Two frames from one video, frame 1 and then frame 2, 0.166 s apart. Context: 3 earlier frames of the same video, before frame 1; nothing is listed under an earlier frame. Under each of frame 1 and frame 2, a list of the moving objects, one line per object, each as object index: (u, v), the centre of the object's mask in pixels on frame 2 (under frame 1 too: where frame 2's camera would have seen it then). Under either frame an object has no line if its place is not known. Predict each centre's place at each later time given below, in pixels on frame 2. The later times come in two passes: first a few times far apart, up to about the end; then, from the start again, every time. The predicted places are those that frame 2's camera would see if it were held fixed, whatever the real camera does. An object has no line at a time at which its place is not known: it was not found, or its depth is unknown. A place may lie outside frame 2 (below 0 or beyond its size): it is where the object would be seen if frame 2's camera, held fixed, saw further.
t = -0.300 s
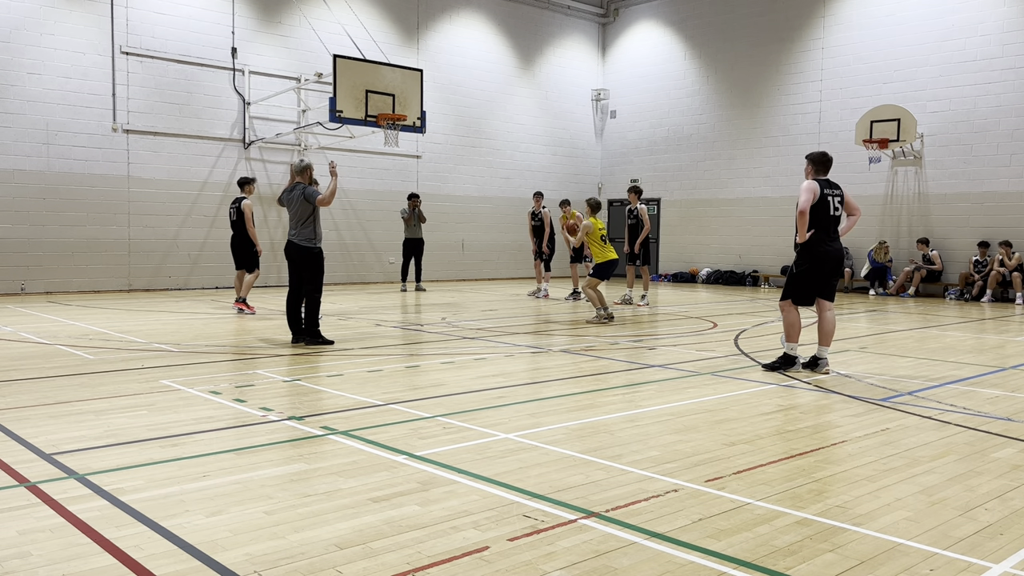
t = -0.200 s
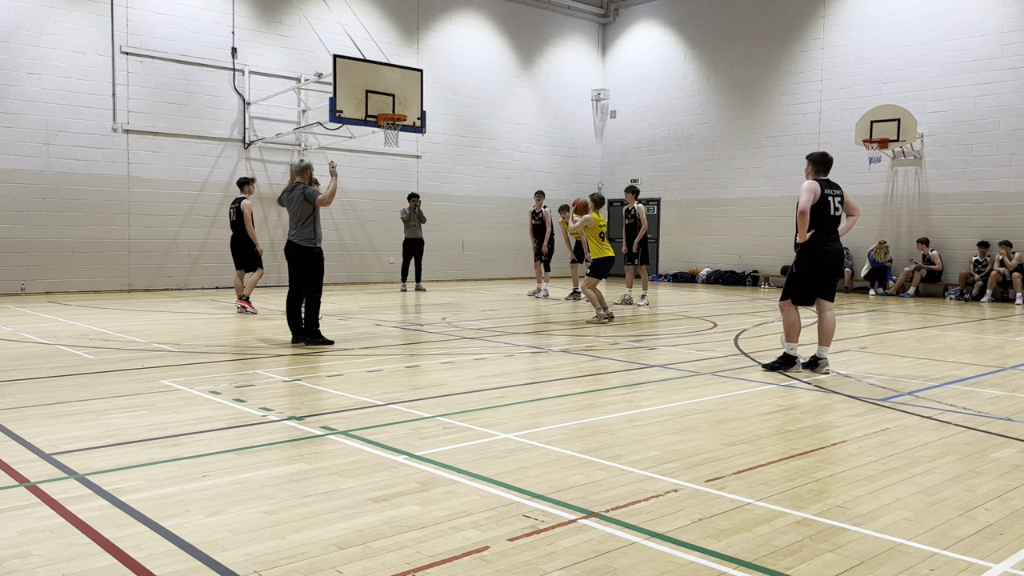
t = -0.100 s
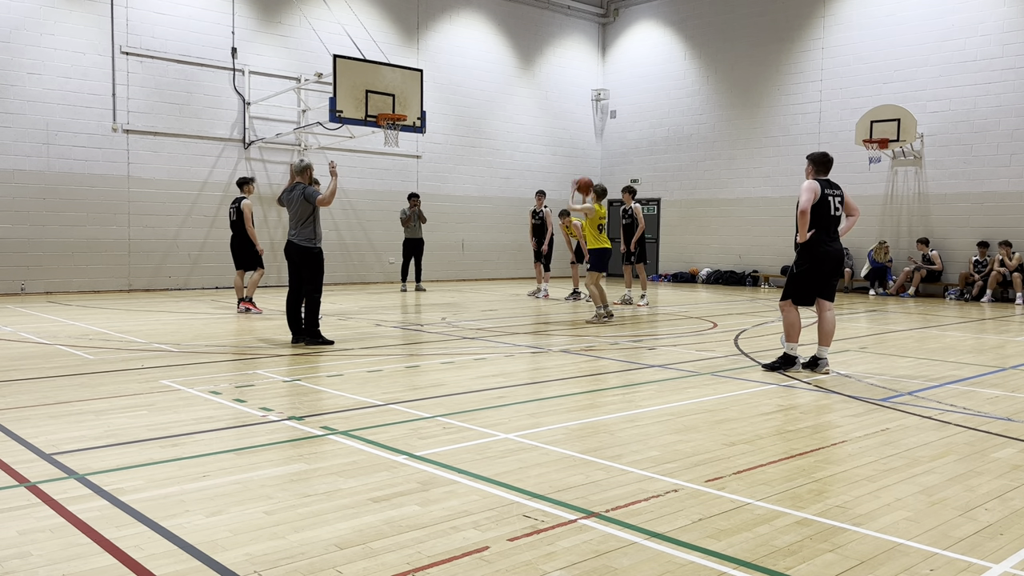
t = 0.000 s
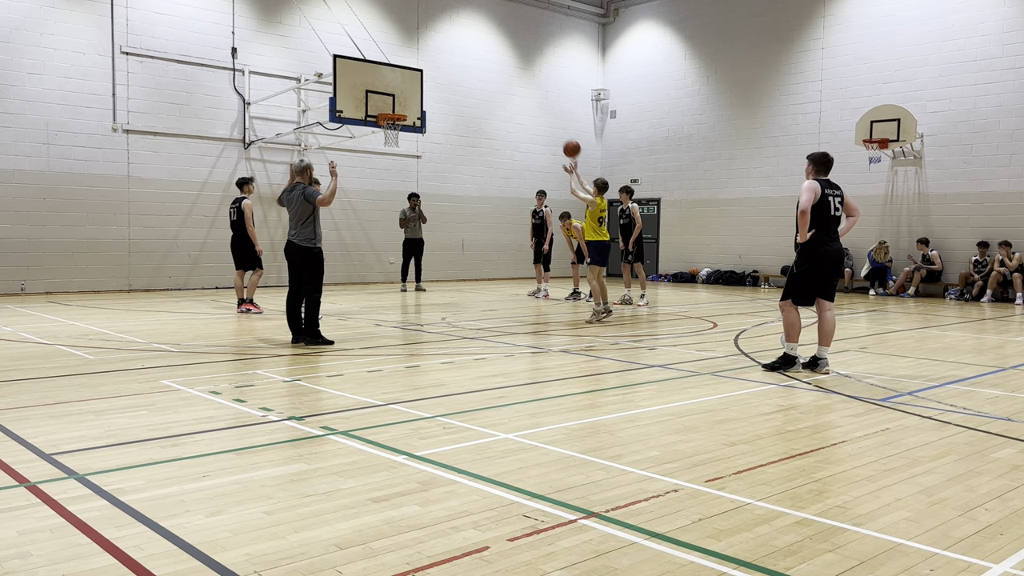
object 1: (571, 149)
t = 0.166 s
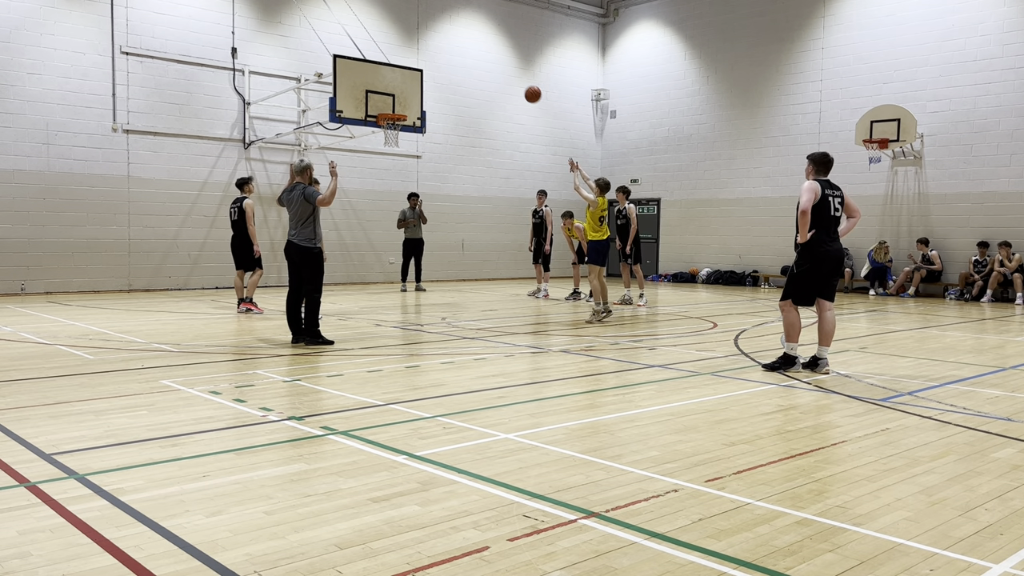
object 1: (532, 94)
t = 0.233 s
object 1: (518, 79)
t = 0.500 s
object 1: (463, 52)
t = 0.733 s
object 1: (420, 67)
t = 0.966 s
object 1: (384, 109)
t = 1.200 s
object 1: (415, 91)
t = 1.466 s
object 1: (438, 92)
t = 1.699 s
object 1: (457, 127)
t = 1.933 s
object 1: (475, 192)
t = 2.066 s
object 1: (485, 243)
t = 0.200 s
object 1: (525, 86)
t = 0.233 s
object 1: (518, 79)
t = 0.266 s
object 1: (511, 73)
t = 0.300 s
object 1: (503, 67)
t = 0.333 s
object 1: (496, 63)
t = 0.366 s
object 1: (490, 59)
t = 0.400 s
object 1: (483, 56)
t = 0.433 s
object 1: (476, 54)
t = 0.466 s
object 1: (469, 52)
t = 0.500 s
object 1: (463, 52)
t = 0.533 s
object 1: (456, 52)
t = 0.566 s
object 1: (450, 52)
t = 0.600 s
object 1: (444, 54)
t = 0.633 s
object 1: (438, 56)
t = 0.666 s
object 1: (432, 59)
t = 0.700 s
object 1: (426, 62)
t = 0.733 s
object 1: (420, 67)
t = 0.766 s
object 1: (415, 72)
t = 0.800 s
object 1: (409, 77)
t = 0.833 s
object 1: (404, 83)
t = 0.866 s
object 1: (398, 90)
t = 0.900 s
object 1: (393, 97)
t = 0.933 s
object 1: (387, 104)
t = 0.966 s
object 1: (384, 109)
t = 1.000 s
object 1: (392, 109)
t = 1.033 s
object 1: (400, 109)
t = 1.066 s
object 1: (403, 106)
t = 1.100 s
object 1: (406, 102)
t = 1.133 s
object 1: (409, 97)
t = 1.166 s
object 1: (412, 94)
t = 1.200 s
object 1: (415, 91)
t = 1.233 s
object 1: (417, 89)
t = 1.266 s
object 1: (420, 87)
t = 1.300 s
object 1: (423, 86)
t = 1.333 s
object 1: (426, 86)
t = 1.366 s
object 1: (429, 86)
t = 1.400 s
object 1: (432, 87)
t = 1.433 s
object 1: (435, 89)
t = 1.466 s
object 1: (438, 92)
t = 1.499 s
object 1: (440, 95)
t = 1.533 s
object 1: (443, 98)
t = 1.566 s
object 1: (446, 103)
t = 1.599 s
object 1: (449, 108)
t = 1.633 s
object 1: (452, 113)
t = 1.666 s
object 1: (454, 119)
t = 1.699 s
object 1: (457, 127)
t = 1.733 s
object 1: (460, 134)
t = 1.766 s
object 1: (462, 142)
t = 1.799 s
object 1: (465, 151)
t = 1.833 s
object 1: (468, 160)
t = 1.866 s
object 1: (470, 170)
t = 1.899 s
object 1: (473, 181)
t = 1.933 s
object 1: (475, 192)
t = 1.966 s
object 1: (478, 204)
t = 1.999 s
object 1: (480, 216)
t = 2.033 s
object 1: (483, 230)
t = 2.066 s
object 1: (485, 243)
